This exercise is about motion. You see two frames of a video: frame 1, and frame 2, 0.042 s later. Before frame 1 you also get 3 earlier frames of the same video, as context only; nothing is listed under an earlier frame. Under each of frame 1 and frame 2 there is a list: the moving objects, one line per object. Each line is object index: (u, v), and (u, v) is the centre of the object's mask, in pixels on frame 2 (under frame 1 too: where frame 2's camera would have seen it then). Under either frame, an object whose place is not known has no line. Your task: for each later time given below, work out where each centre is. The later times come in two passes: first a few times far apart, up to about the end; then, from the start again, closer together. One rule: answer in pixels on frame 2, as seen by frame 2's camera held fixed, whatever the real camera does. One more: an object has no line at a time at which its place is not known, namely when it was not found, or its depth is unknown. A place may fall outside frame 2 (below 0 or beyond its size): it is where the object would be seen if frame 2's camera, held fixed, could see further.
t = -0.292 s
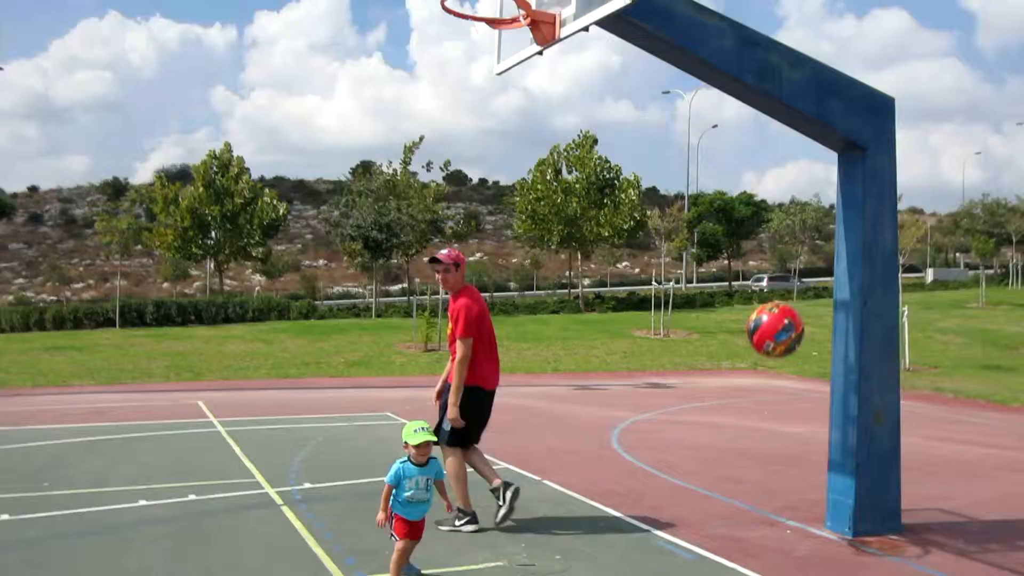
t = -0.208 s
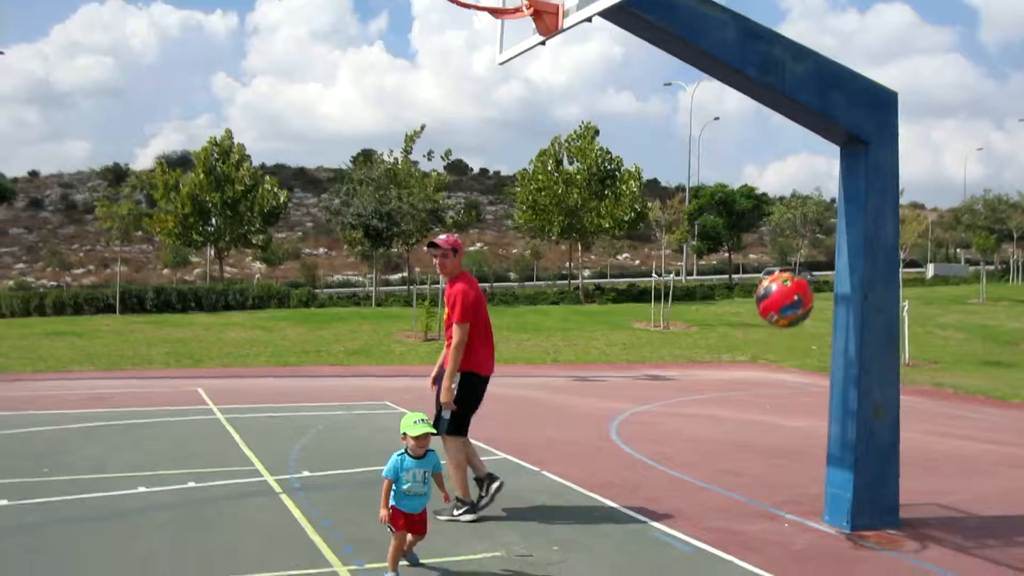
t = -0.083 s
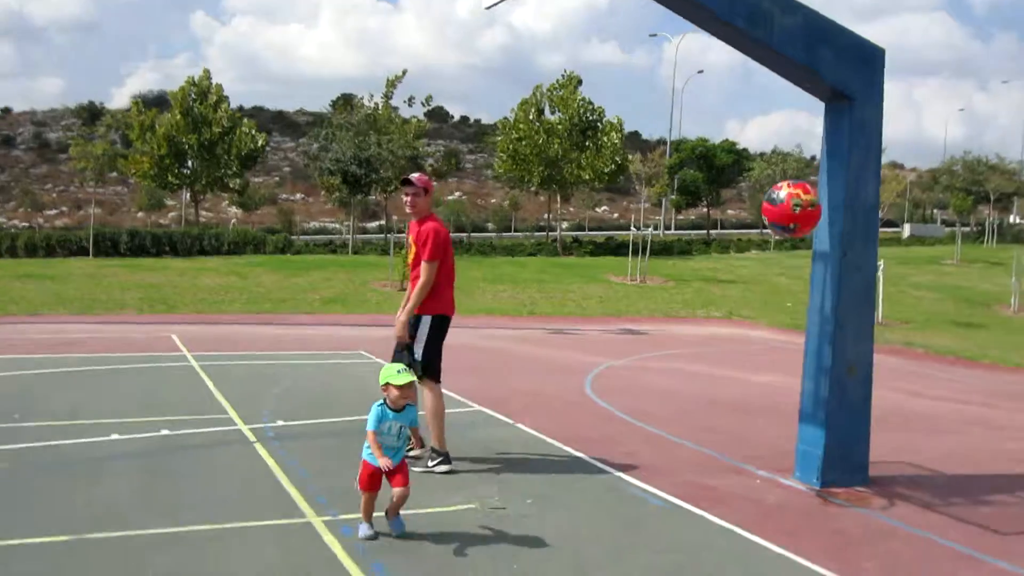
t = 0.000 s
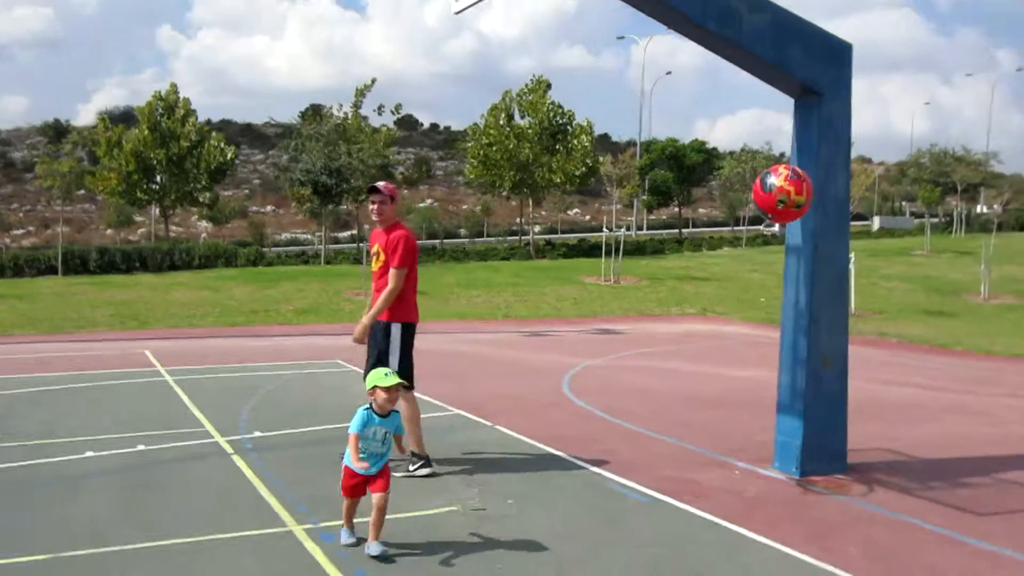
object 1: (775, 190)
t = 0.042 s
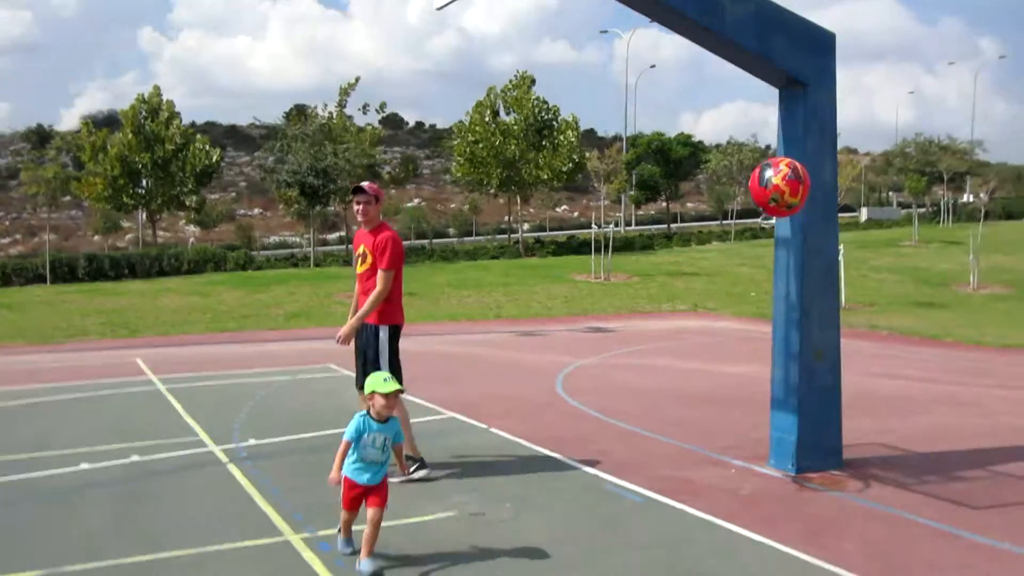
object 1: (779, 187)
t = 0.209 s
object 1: (820, 251)
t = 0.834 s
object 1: (1022, 492)
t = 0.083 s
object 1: (789, 191)
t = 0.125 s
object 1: (800, 207)
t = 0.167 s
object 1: (810, 228)
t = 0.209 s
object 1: (820, 251)
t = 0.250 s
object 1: (829, 288)
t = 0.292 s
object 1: (839, 324)
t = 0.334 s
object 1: (849, 366)
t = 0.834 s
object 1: (1022, 492)
